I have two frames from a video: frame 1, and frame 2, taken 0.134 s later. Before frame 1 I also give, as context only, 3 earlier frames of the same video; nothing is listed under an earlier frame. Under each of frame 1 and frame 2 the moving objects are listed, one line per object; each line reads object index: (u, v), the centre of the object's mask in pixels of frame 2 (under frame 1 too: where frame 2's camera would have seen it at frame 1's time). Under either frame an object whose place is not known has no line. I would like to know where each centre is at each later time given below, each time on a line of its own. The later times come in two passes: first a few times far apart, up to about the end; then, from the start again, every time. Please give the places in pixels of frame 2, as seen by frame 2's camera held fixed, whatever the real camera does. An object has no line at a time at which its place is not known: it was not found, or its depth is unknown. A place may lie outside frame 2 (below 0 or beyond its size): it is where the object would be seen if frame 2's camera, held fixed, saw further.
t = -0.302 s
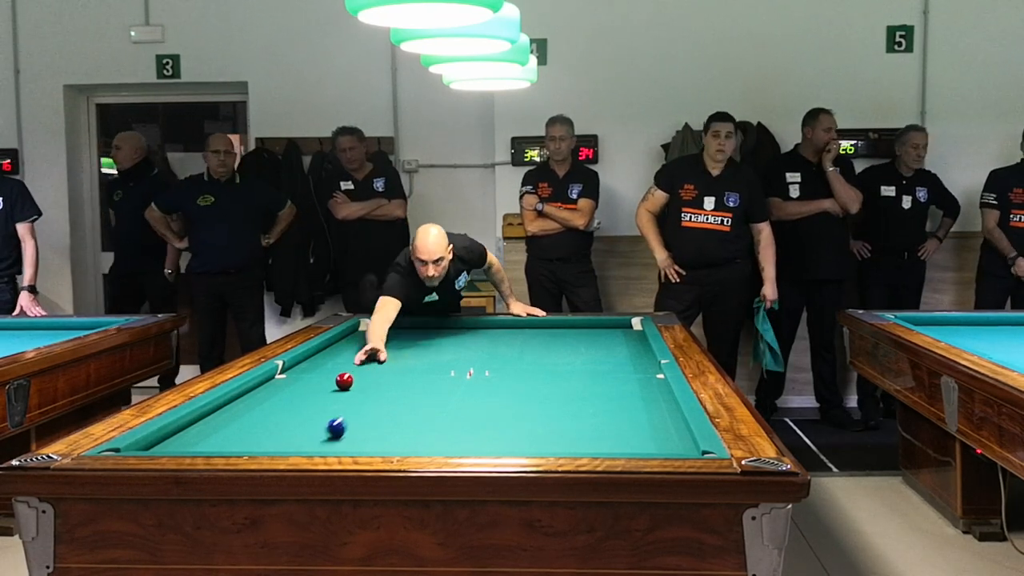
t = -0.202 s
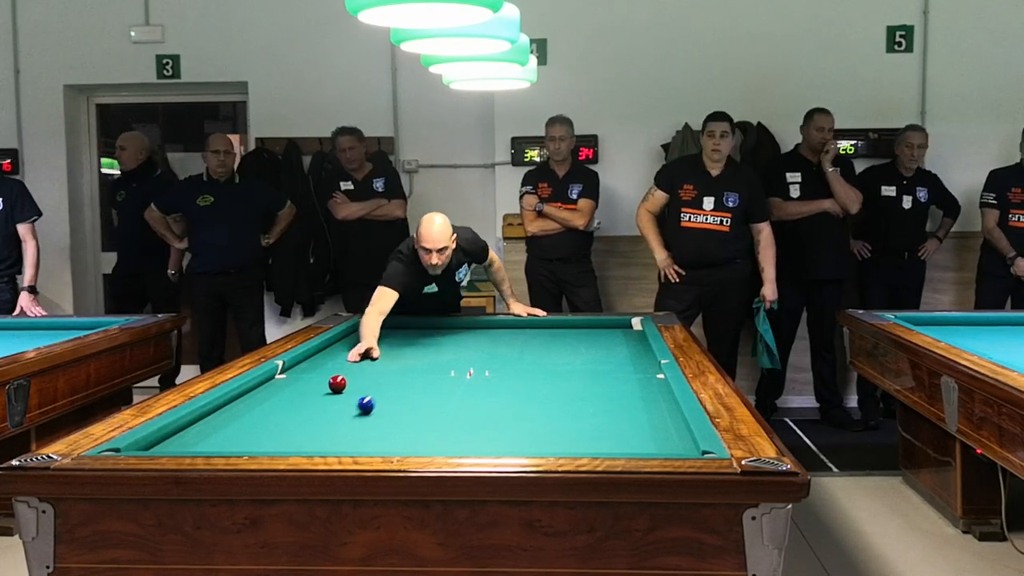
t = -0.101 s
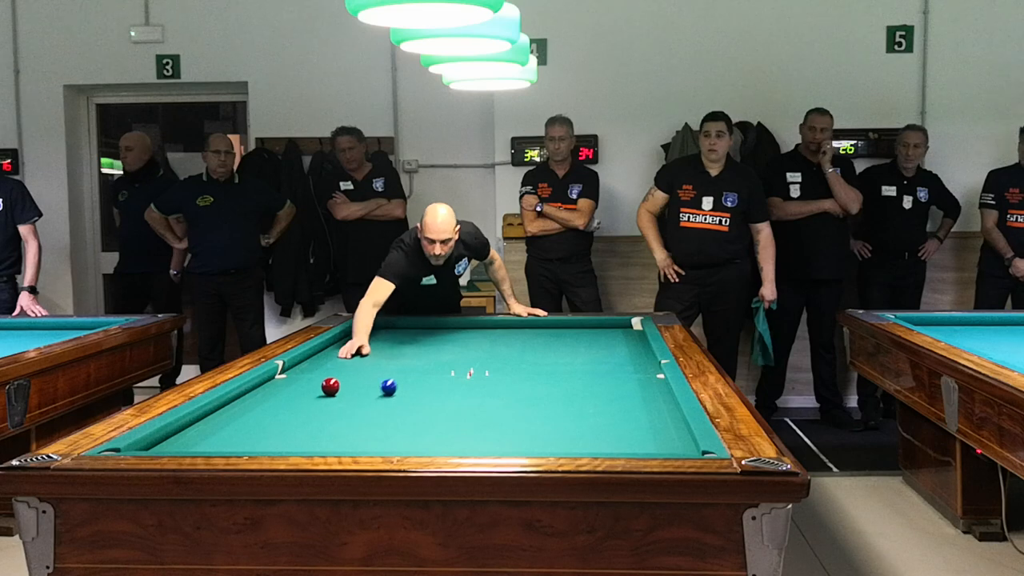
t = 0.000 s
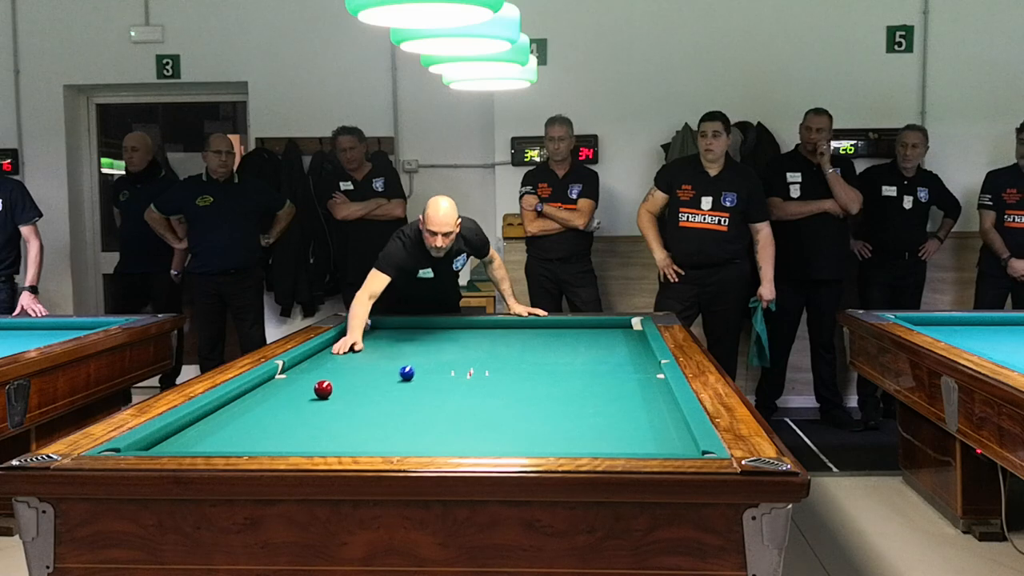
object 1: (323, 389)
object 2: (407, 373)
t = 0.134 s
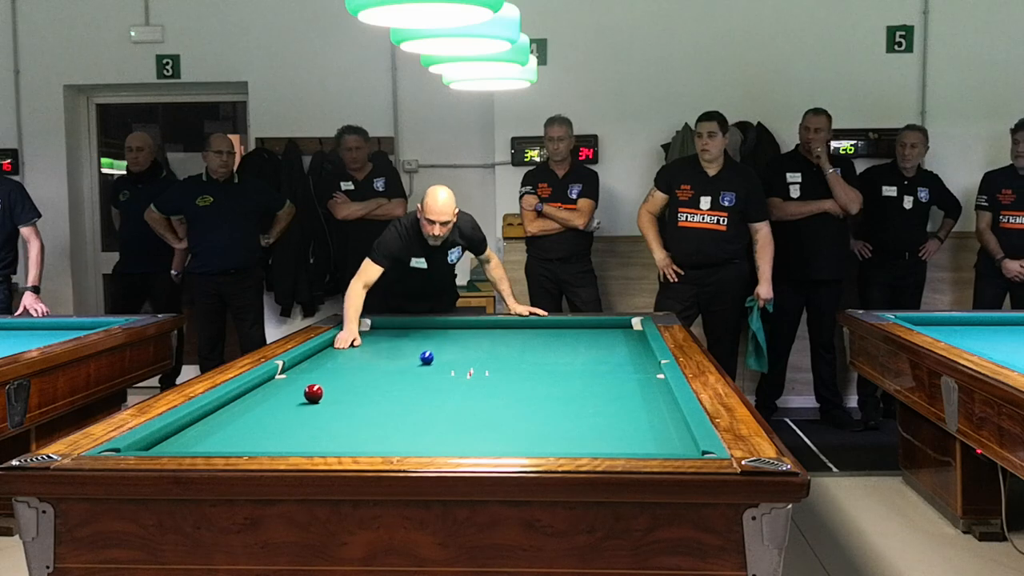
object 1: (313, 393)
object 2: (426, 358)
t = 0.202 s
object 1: (308, 395)
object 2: (435, 351)
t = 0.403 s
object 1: (293, 401)
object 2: (456, 335)
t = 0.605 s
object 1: (276, 407)
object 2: (467, 327)
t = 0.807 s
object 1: (260, 413)
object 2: (459, 338)
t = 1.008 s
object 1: (242, 420)
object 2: (452, 348)
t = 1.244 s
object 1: (221, 428)
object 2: (441, 363)
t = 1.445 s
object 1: (202, 436)
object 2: (431, 378)
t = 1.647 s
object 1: (182, 442)
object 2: (418, 395)
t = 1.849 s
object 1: (162, 446)
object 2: (403, 416)
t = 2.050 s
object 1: (144, 449)
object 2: (384, 441)
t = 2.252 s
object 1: (146, 447)
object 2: (378, 446)
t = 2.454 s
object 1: (147, 444)
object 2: (395, 432)
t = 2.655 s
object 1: (156, 442)
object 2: (409, 416)
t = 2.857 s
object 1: (166, 440)
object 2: (421, 401)
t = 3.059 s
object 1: (174, 438)
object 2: (431, 389)
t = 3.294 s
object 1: (183, 435)
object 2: (442, 377)
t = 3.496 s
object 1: (191, 432)
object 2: (449, 368)
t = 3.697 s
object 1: (198, 430)
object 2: (457, 360)
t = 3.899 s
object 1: (205, 428)
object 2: (463, 353)
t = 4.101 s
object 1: (211, 425)
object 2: (469, 346)
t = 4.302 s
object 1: (216, 423)
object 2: (474, 340)
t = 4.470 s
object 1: (221, 422)
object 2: (478, 335)
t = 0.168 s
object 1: (311, 394)
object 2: (431, 355)
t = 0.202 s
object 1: (308, 395)
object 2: (435, 351)
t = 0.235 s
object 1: (306, 396)
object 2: (439, 348)
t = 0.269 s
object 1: (303, 397)
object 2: (443, 346)
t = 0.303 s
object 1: (300, 398)
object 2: (446, 342)
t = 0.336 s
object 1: (298, 399)
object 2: (450, 339)
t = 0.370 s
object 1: (295, 400)
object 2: (453, 337)
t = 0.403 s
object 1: (293, 401)
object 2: (456, 335)
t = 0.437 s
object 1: (290, 402)
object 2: (460, 332)
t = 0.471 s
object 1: (287, 403)
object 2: (462, 329)
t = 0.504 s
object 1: (285, 404)
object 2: (465, 327)
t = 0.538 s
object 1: (282, 405)
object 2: (468, 325)
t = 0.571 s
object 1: (279, 406)
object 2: (468, 325)
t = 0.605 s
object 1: (276, 407)
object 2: (467, 327)
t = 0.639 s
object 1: (274, 408)
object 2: (466, 329)
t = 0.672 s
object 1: (271, 409)
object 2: (465, 331)
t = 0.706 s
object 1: (268, 410)
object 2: (463, 333)
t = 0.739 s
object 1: (265, 411)
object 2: (462, 334)
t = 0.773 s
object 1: (262, 412)
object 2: (460, 336)
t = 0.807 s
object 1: (260, 413)
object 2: (459, 338)
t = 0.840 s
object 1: (257, 414)
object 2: (458, 340)
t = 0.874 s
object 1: (254, 416)
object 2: (457, 341)
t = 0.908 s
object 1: (251, 417)
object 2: (456, 343)
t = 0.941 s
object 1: (248, 418)
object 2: (455, 345)
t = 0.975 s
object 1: (245, 419)
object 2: (453, 346)
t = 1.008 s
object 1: (242, 420)
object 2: (452, 348)
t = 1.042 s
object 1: (239, 421)
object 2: (450, 350)
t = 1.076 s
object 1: (237, 422)
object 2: (449, 352)
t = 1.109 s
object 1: (233, 424)
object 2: (448, 354)
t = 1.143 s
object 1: (230, 425)
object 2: (446, 357)
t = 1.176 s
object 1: (227, 426)
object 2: (445, 359)
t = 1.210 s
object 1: (224, 427)
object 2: (443, 361)
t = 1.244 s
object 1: (221, 428)
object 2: (441, 363)
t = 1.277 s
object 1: (218, 430)
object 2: (440, 365)
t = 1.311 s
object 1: (215, 431)
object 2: (438, 368)
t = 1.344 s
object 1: (212, 432)
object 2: (436, 370)
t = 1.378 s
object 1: (208, 433)
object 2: (434, 373)
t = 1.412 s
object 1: (205, 434)
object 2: (433, 375)
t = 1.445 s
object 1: (202, 436)
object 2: (431, 378)
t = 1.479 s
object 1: (199, 437)
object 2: (429, 380)
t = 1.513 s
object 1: (195, 438)
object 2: (426, 383)
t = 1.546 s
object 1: (192, 439)
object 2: (424, 386)
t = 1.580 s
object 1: (189, 440)
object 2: (423, 389)
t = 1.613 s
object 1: (185, 441)
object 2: (420, 392)
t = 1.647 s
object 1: (182, 442)
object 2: (418, 395)
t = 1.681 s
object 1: (179, 442)
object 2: (416, 398)
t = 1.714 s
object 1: (176, 443)
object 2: (413, 402)
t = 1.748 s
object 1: (172, 444)
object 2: (411, 405)
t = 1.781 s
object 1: (169, 444)
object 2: (408, 409)
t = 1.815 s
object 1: (165, 445)
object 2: (405, 412)
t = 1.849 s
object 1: (162, 446)
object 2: (403, 416)
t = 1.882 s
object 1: (159, 446)
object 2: (400, 420)
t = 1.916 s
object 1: (156, 447)
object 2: (397, 424)
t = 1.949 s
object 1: (152, 447)
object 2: (394, 428)
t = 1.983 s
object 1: (148, 448)
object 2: (390, 433)
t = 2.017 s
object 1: (145, 449)
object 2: (387, 437)
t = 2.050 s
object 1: (144, 449)
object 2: (384, 441)
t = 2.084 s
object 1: (145, 448)
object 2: (380, 444)
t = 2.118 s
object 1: (145, 448)
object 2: (376, 446)
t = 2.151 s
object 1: (145, 448)
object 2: (373, 449)
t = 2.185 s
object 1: (145, 447)
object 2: (371, 450)
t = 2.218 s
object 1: (146, 447)
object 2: (374, 448)
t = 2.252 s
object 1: (146, 447)
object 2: (378, 446)
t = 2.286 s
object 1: (146, 446)
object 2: (381, 444)
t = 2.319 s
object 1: (146, 446)
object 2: (384, 442)
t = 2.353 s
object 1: (146, 445)
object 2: (387, 440)
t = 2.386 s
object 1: (146, 445)
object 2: (389, 438)
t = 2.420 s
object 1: (147, 445)
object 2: (392, 435)
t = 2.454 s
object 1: (147, 444)
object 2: (395, 432)
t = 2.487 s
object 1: (148, 444)
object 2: (397, 429)
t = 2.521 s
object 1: (149, 444)
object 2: (399, 426)
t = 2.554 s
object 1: (152, 443)
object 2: (402, 423)
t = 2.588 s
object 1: (153, 443)
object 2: (404, 421)
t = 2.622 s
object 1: (155, 443)
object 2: (406, 418)
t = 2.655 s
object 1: (156, 442)
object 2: (409, 416)
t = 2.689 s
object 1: (158, 442)
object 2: (411, 413)
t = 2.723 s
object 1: (159, 442)
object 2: (413, 411)
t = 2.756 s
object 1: (161, 441)
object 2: (415, 408)
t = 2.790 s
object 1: (162, 441)
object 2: (417, 406)
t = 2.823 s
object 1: (164, 441)
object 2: (419, 404)
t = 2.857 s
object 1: (166, 440)
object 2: (421, 401)
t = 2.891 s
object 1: (167, 440)
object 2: (423, 400)
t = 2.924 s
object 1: (168, 440)
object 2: (424, 397)
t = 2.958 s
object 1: (170, 440)
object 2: (426, 395)
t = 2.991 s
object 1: (171, 439)
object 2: (428, 393)
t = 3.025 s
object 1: (173, 439)
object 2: (429, 391)
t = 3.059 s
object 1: (174, 438)
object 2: (431, 389)
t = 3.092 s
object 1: (175, 438)
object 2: (433, 388)
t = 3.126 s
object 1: (177, 438)
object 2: (434, 386)
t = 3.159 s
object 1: (178, 437)
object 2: (436, 384)
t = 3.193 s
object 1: (179, 437)
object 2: (437, 382)
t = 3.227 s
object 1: (181, 436)
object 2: (439, 381)
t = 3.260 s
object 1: (182, 436)
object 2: (440, 379)
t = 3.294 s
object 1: (183, 435)
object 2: (442, 377)
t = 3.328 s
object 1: (185, 435)
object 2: (443, 376)
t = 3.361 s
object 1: (186, 434)
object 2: (444, 374)
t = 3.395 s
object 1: (187, 434)
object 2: (446, 373)
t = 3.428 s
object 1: (189, 434)
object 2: (447, 371)
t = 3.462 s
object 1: (190, 433)
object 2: (448, 369)
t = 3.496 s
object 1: (191, 432)
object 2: (449, 368)
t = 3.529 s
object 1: (192, 432)
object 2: (451, 367)
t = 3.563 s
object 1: (193, 432)
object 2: (452, 365)
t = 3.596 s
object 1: (195, 431)
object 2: (453, 364)
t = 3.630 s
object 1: (196, 431)
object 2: (454, 363)
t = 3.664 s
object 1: (197, 430)
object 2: (455, 361)
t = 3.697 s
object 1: (198, 430)
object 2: (457, 360)
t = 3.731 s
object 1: (199, 430)
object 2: (458, 359)
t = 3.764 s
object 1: (200, 429)
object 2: (459, 357)
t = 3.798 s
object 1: (201, 429)
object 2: (460, 356)
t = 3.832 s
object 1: (202, 428)
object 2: (461, 355)
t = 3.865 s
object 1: (203, 428)
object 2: (462, 354)
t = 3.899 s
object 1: (205, 428)
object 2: (463, 353)
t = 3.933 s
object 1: (206, 427)
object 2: (464, 352)
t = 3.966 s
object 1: (207, 427)
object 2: (465, 350)
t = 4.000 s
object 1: (208, 426)
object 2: (466, 349)
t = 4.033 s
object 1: (209, 426)
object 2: (467, 348)
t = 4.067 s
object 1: (210, 426)
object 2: (468, 347)
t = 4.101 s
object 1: (211, 425)
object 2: (469, 346)
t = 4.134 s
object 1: (212, 425)
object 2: (470, 345)
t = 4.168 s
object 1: (213, 425)
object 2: (471, 344)
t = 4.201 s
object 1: (214, 424)
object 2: (471, 343)
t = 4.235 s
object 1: (215, 424)
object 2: (472, 342)
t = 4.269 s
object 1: (216, 424)
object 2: (473, 341)
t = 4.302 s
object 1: (216, 423)
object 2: (474, 340)
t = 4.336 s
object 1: (217, 423)
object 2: (475, 339)
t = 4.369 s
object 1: (218, 423)
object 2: (476, 338)
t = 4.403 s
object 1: (219, 422)
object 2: (476, 337)
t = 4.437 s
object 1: (220, 422)
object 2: (477, 336)
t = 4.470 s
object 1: (221, 422)
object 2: (478, 335)
